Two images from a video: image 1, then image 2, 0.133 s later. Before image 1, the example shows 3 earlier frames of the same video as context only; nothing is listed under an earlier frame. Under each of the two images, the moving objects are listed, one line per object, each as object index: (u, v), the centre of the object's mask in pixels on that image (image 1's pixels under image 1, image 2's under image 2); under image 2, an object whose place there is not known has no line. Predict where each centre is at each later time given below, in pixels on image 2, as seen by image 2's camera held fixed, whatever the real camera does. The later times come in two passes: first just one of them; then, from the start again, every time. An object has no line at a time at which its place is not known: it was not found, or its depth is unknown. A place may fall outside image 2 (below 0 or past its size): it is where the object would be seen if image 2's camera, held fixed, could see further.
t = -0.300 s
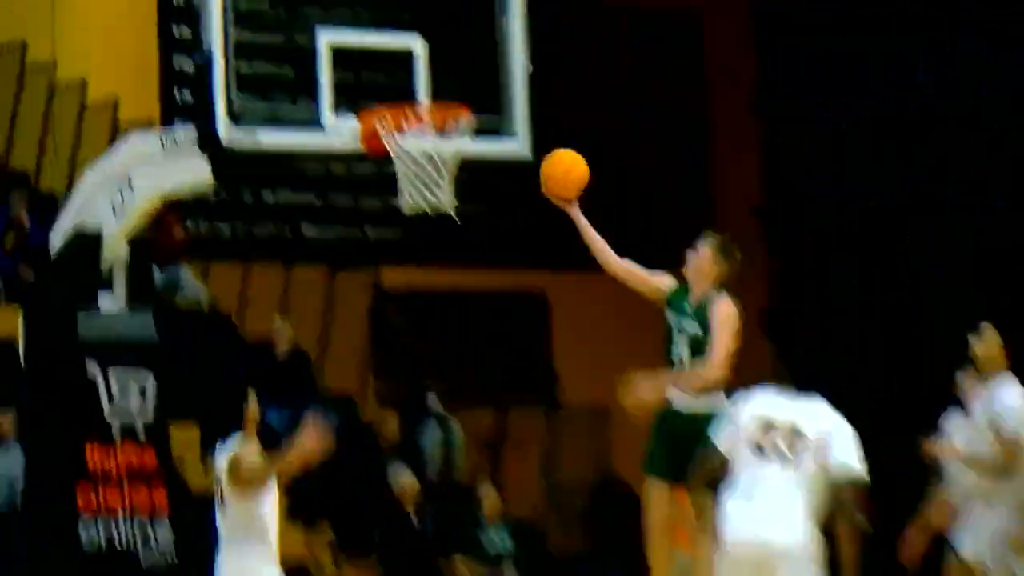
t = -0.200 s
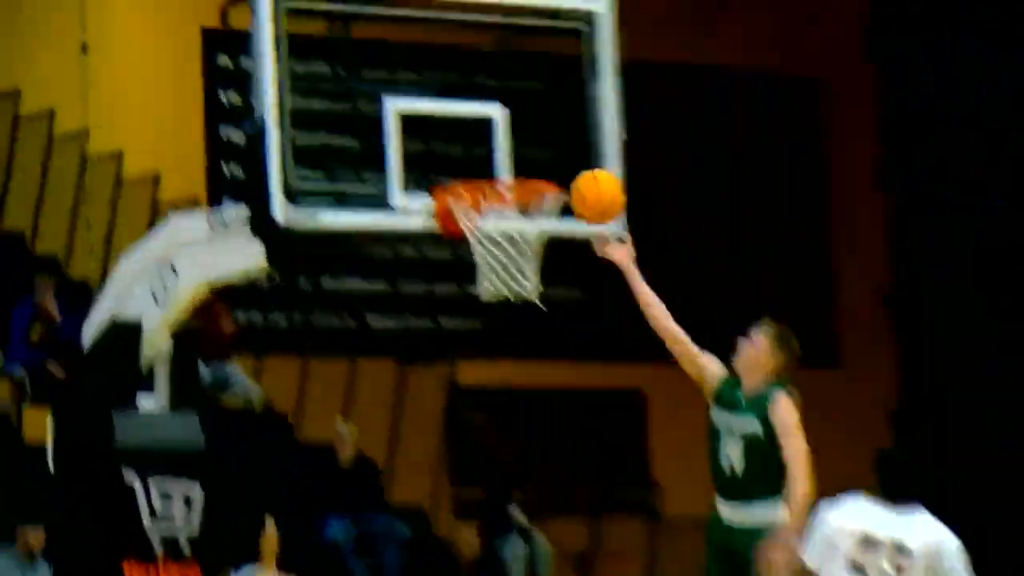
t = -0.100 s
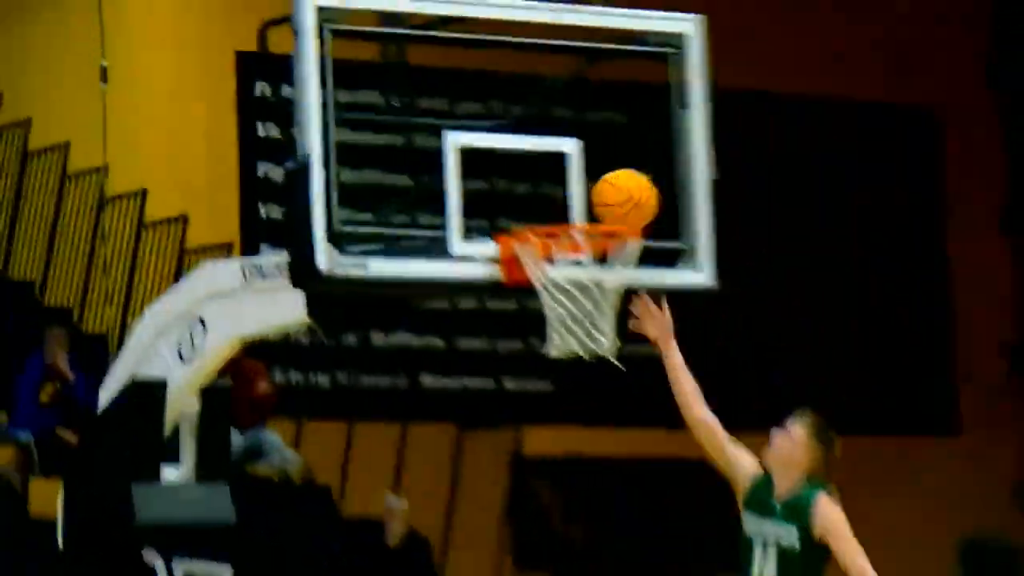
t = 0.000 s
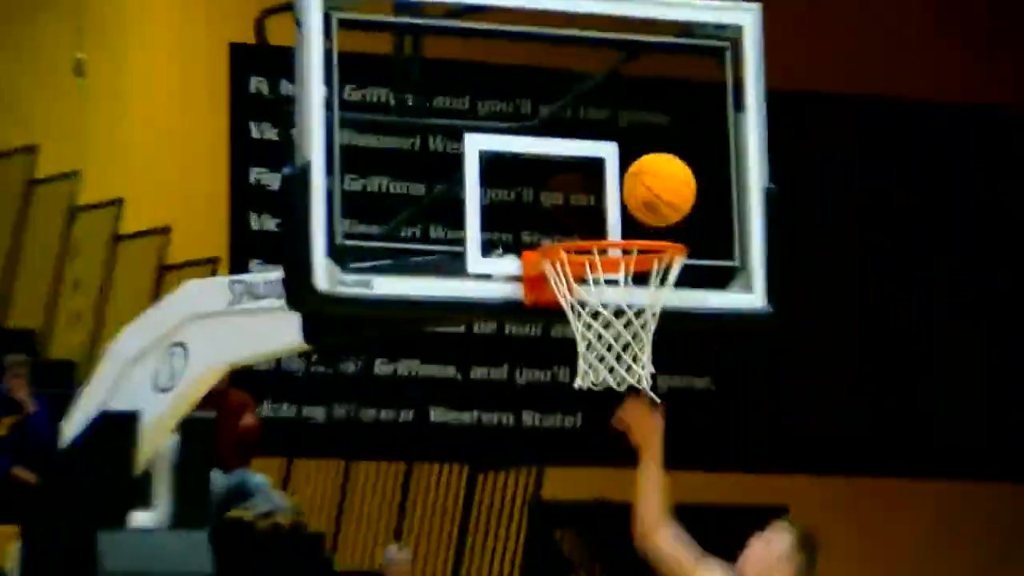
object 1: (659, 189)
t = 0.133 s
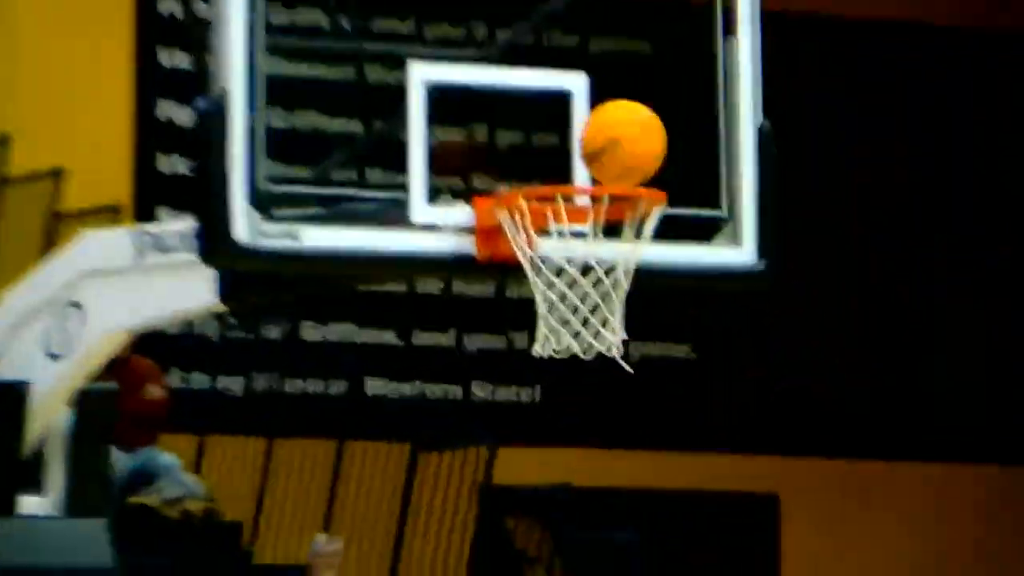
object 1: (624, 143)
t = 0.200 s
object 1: (618, 160)
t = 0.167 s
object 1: (621, 151)
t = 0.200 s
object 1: (618, 160)
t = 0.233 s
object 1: (602, 186)
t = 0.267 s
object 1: (589, 198)
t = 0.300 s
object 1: (566, 226)
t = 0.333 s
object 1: (544, 244)
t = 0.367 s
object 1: (526, 263)
